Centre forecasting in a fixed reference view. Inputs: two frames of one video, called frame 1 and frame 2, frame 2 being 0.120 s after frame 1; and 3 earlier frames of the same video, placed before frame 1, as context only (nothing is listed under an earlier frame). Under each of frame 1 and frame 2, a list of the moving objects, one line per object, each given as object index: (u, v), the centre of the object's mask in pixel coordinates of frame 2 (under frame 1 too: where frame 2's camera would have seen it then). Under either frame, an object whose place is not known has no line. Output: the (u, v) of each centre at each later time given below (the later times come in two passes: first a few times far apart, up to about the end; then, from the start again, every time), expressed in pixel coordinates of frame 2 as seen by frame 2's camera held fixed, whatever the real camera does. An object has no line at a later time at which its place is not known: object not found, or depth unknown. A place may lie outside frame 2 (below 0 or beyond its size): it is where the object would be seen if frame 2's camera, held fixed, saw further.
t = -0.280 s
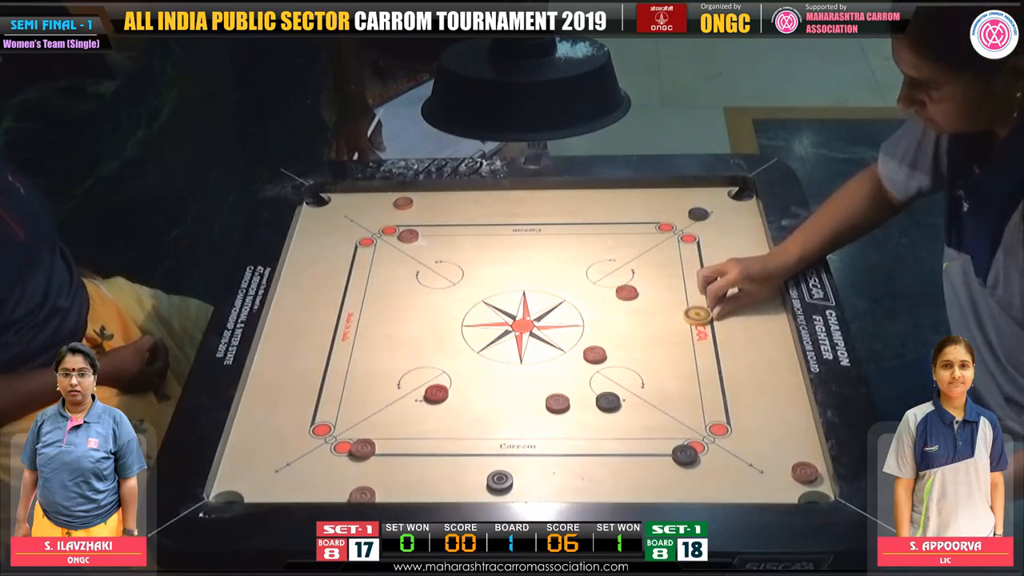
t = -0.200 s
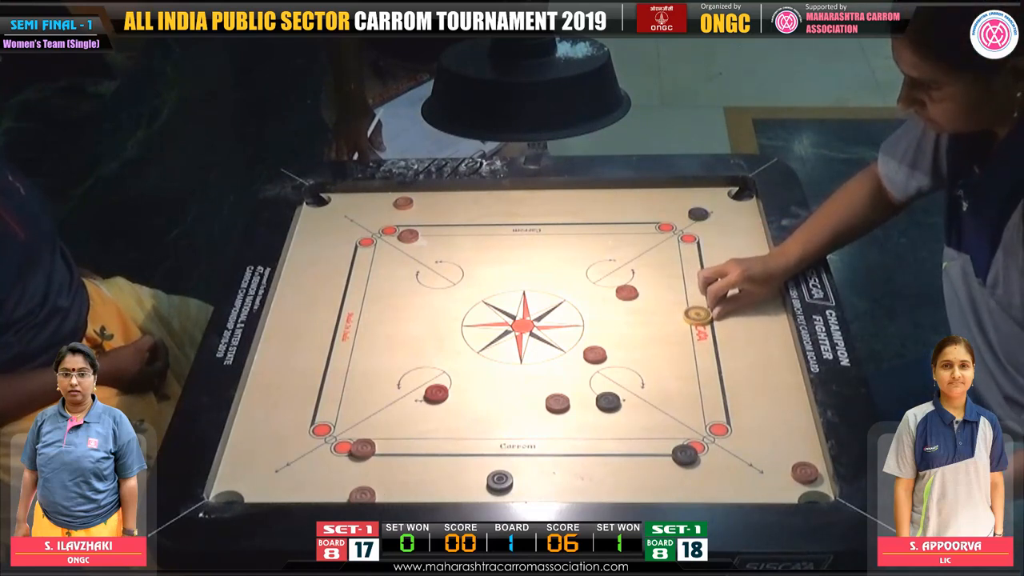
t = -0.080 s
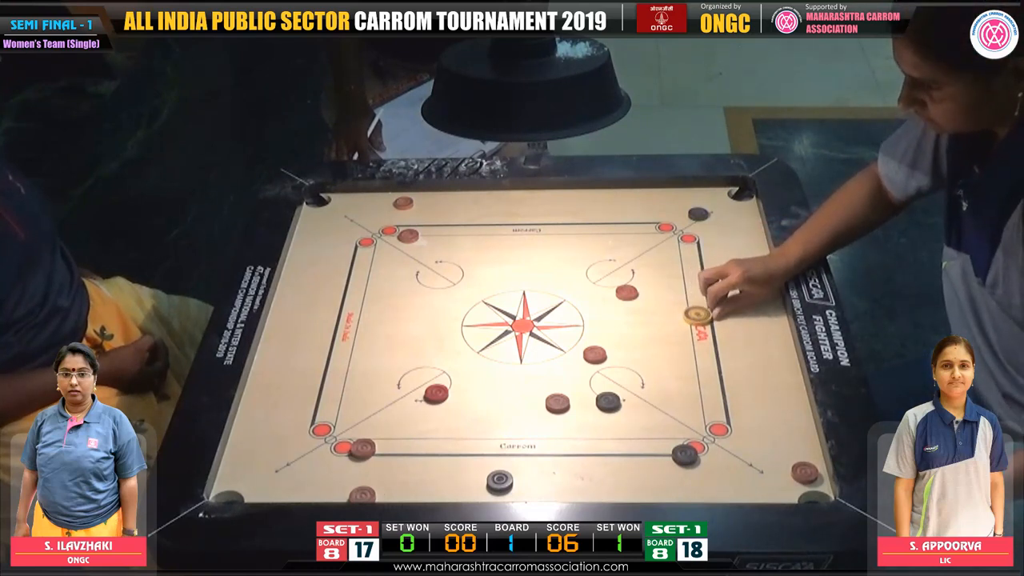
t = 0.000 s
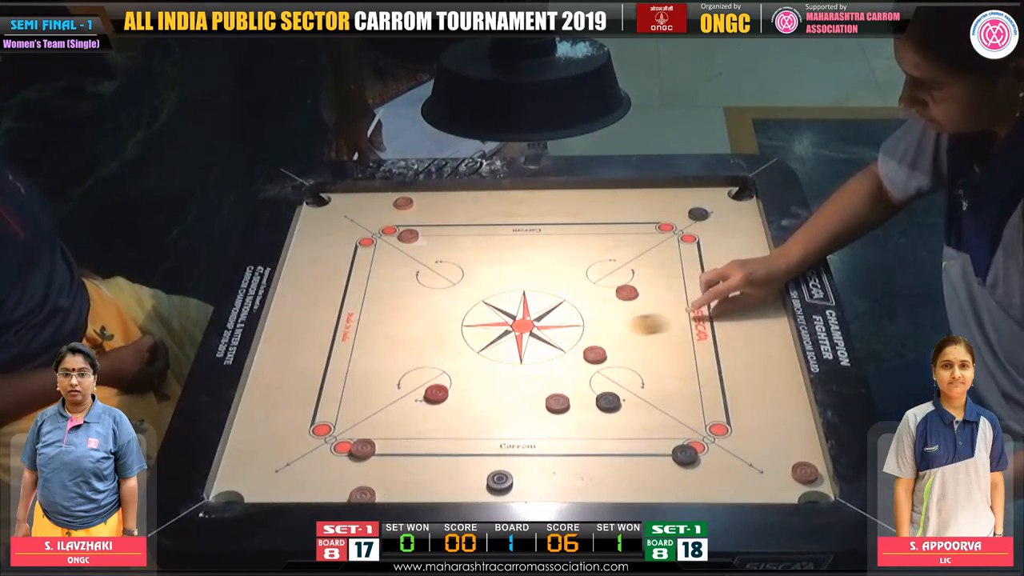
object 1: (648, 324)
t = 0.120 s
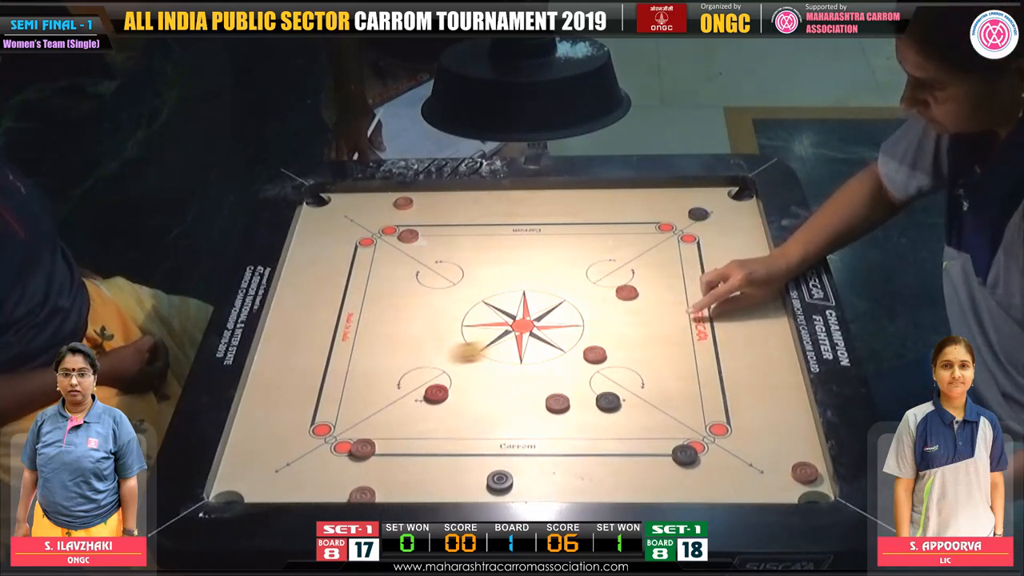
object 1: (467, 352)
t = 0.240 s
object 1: (291, 378)
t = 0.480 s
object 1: (453, 408)
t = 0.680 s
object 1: (536, 426)
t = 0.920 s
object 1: (589, 435)
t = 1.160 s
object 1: (594, 436)
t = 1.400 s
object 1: (594, 436)
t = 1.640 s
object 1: (594, 436)
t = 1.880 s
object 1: (594, 436)
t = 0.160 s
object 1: (408, 360)
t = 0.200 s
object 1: (352, 369)
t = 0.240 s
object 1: (291, 378)
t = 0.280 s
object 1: (277, 385)
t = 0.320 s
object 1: (323, 389)
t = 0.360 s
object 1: (369, 394)
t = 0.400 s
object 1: (412, 398)
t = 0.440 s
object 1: (432, 403)
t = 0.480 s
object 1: (453, 408)
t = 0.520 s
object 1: (471, 413)
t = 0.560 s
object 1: (490, 416)
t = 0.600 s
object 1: (506, 420)
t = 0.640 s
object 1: (521, 423)
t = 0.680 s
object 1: (536, 426)
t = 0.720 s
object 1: (548, 428)
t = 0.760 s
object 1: (560, 430)
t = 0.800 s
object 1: (569, 432)
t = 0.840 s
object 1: (577, 433)
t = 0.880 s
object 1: (584, 435)
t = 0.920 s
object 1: (589, 435)
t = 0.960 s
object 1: (592, 435)
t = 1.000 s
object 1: (594, 435)
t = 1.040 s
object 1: (594, 436)
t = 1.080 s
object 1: (594, 436)
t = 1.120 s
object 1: (594, 436)
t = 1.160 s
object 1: (594, 436)
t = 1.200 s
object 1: (594, 436)
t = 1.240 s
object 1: (594, 436)
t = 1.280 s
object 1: (594, 436)
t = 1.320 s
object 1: (594, 436)
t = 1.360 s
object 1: (594, 436)
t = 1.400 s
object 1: (594, 436)
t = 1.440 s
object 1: (594, 436)
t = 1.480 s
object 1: (594, 436)
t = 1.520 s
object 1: (594, 436)
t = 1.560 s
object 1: (594, 436)
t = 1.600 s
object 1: (594, 436)
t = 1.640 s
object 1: (594, 436)
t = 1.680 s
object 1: (594, 436)
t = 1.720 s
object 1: (594, 436)
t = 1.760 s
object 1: (594, 436)
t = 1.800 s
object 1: (594, 436)
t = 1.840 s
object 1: (594, 436)
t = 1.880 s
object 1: (594, 436)
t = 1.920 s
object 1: (594, 436)
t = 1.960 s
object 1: (594, 436)
